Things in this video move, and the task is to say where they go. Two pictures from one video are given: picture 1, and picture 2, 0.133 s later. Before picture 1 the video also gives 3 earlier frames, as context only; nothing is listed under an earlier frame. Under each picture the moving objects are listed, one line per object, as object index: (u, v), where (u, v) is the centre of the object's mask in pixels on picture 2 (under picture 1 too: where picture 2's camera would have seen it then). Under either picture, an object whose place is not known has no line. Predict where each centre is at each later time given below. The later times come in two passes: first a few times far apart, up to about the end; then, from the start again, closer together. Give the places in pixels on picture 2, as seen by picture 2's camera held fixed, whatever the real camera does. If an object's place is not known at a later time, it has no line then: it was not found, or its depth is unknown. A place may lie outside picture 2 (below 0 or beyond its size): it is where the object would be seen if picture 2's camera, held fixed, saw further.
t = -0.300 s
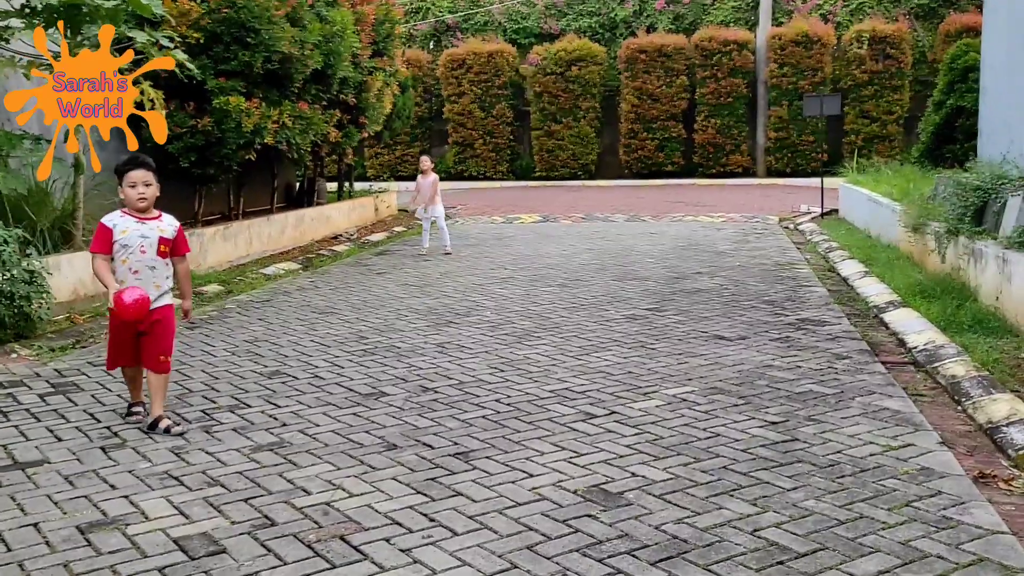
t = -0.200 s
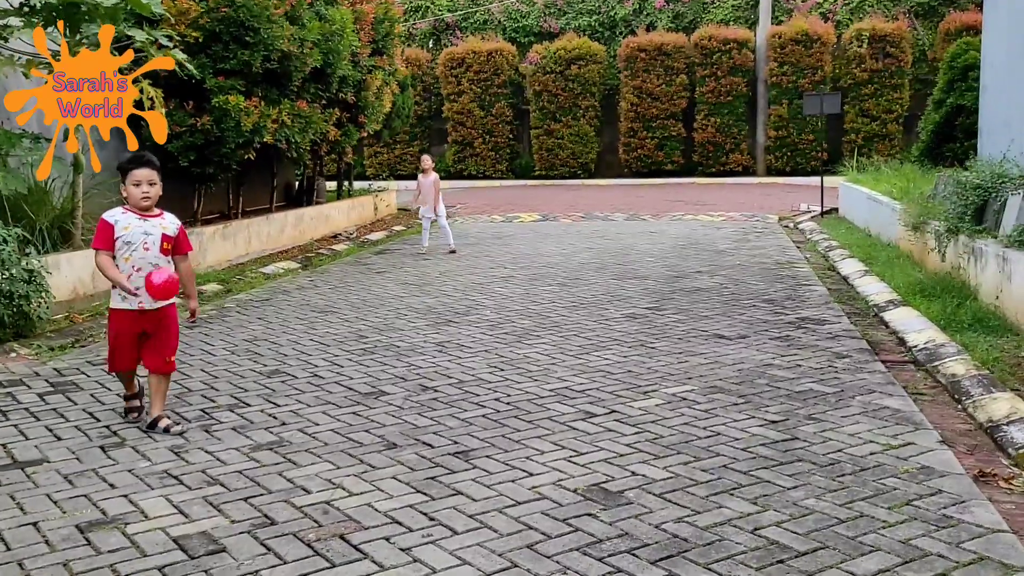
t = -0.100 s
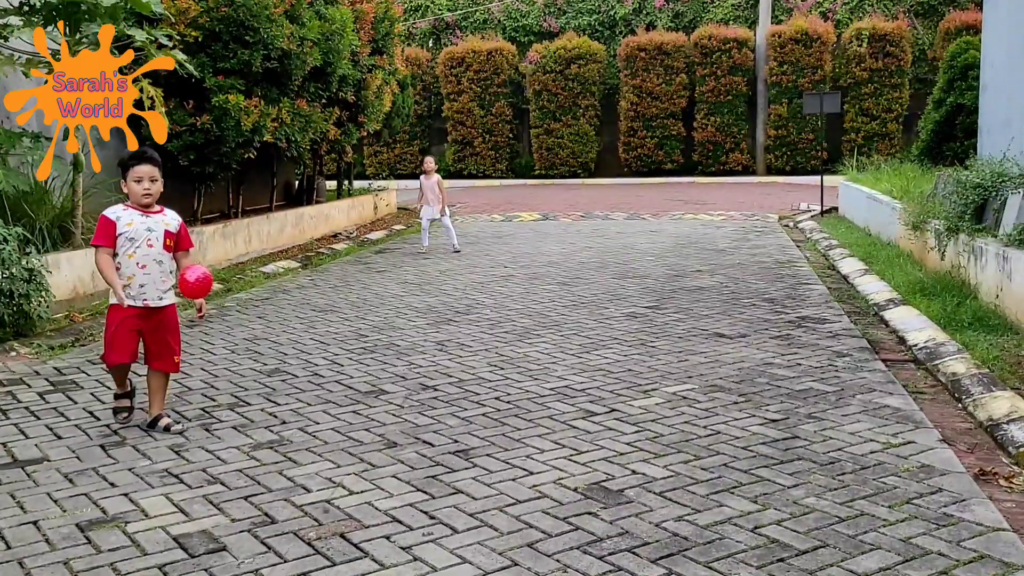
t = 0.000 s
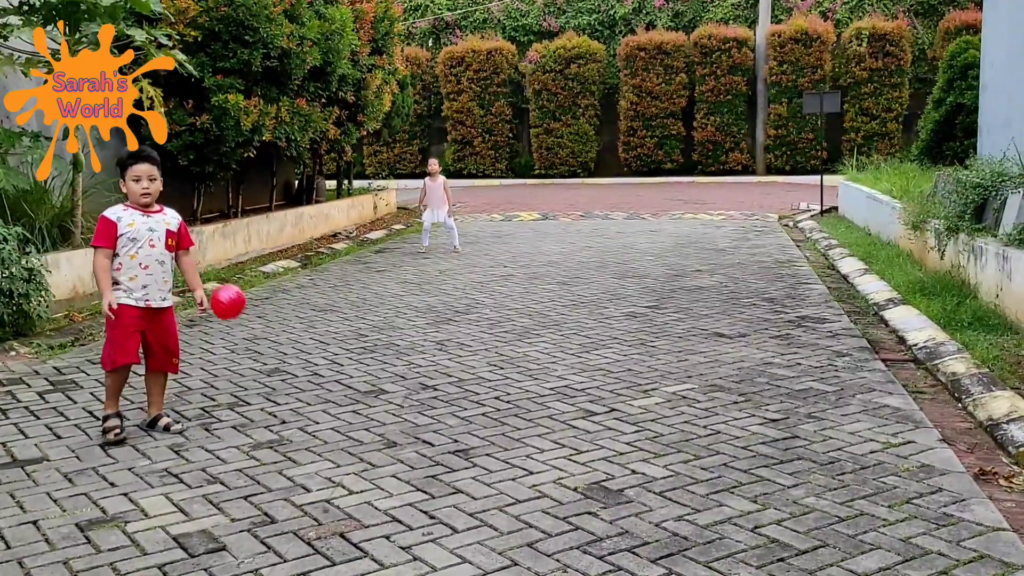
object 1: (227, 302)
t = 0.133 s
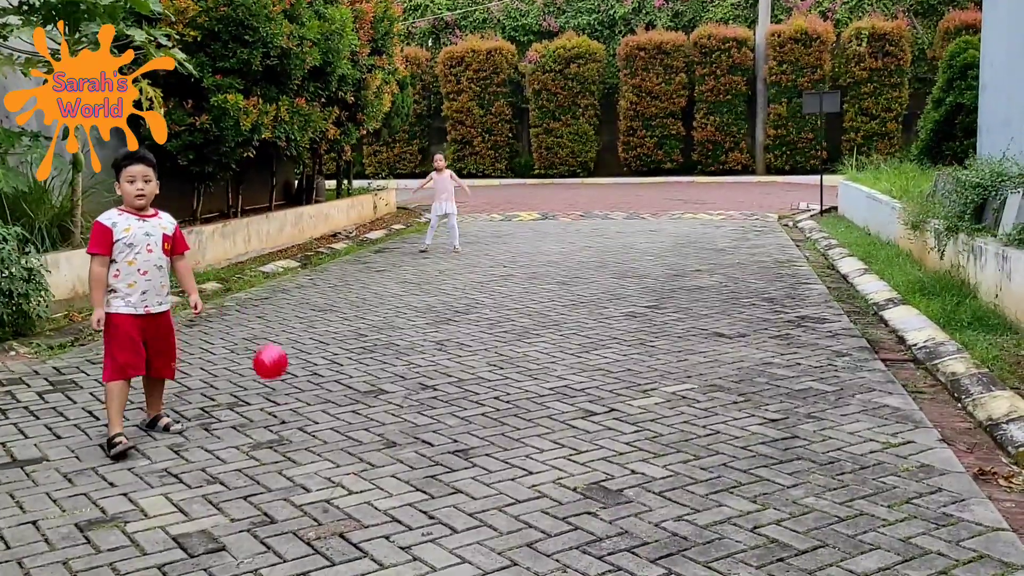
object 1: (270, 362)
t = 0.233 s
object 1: (300, 420)
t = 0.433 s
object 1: (337, 384)
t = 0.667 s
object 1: (380, 432)
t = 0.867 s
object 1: (428, 441)
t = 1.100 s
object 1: (470, 455)
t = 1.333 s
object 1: (518, 476)
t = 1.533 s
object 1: (555, 492)
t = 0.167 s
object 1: (281, 383)
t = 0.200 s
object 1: (291, 406)
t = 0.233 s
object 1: (300, 420)
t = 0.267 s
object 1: (306, 407)
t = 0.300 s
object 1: (312, 397)
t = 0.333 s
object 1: (318, 390)
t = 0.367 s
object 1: (325, 386)
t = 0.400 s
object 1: (331, 384)
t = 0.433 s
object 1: (337, 384)
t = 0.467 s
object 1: (343, 386)
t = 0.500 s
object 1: (349, 391)
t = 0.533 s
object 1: (354, 398)
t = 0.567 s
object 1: (361, 407)
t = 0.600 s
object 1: (366, 419)
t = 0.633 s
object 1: (373, 433)
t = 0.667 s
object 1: (380, 432)
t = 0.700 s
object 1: (388, 429)
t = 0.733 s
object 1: (397, 430)
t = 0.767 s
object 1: (405, 433)
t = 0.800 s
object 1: (415, 441)
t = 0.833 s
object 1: (422, 444)
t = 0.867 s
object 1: (428, 441)
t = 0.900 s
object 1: (434, 441)
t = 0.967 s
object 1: (445, 448)
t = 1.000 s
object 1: (451, 454)
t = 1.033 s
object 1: (457, 454)
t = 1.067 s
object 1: (463, 453)
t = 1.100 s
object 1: (470, 455)
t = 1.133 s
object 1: (478, 461)
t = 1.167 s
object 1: (485, 464)
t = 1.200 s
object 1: (492, 464)
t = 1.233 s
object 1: (500, 468)
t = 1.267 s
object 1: (506, 471)
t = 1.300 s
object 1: (512, 472)
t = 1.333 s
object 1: (518, 476)
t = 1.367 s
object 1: (524, 479)
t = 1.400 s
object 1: (530, 481)
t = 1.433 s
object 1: (535, 485)
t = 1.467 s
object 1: (541, 486)
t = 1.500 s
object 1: (548, 489)
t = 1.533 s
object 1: (555, 492)
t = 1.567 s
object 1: (561, 495)
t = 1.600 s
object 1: (569, 499)
